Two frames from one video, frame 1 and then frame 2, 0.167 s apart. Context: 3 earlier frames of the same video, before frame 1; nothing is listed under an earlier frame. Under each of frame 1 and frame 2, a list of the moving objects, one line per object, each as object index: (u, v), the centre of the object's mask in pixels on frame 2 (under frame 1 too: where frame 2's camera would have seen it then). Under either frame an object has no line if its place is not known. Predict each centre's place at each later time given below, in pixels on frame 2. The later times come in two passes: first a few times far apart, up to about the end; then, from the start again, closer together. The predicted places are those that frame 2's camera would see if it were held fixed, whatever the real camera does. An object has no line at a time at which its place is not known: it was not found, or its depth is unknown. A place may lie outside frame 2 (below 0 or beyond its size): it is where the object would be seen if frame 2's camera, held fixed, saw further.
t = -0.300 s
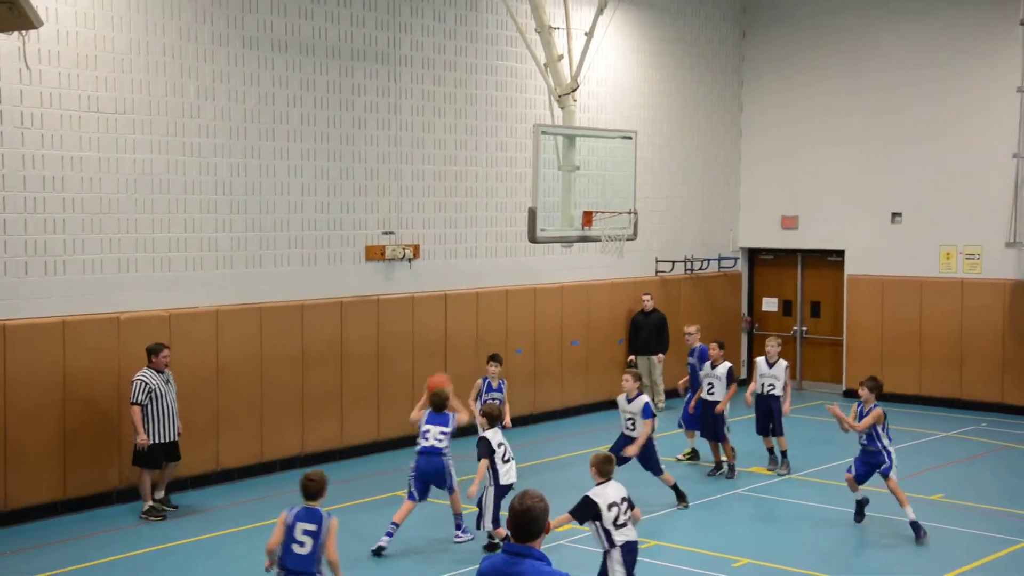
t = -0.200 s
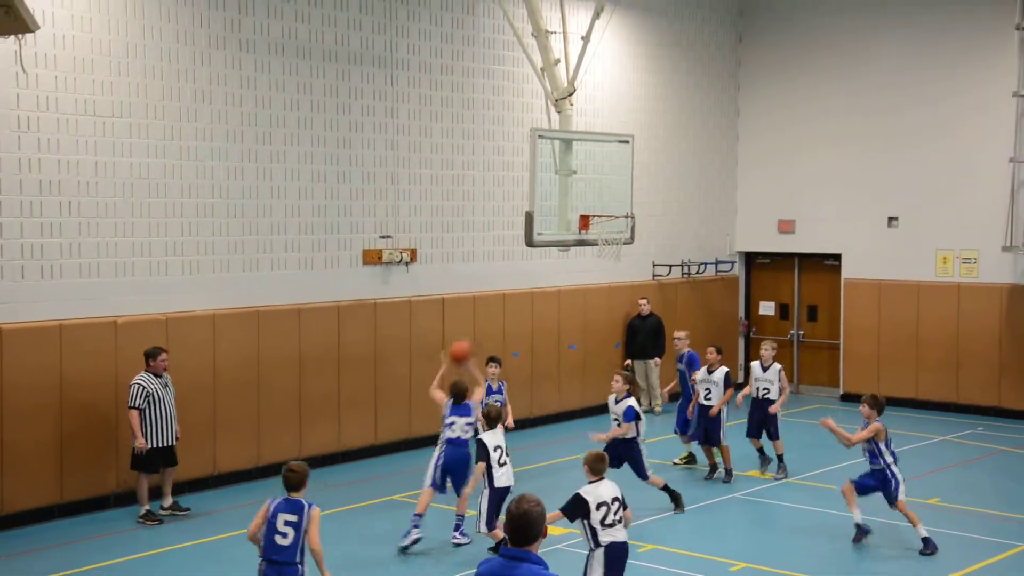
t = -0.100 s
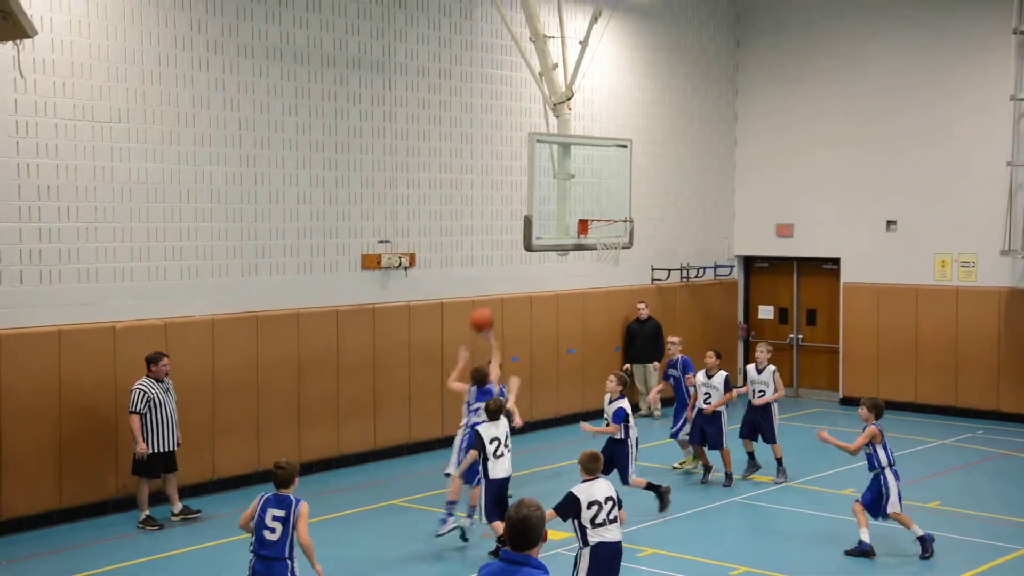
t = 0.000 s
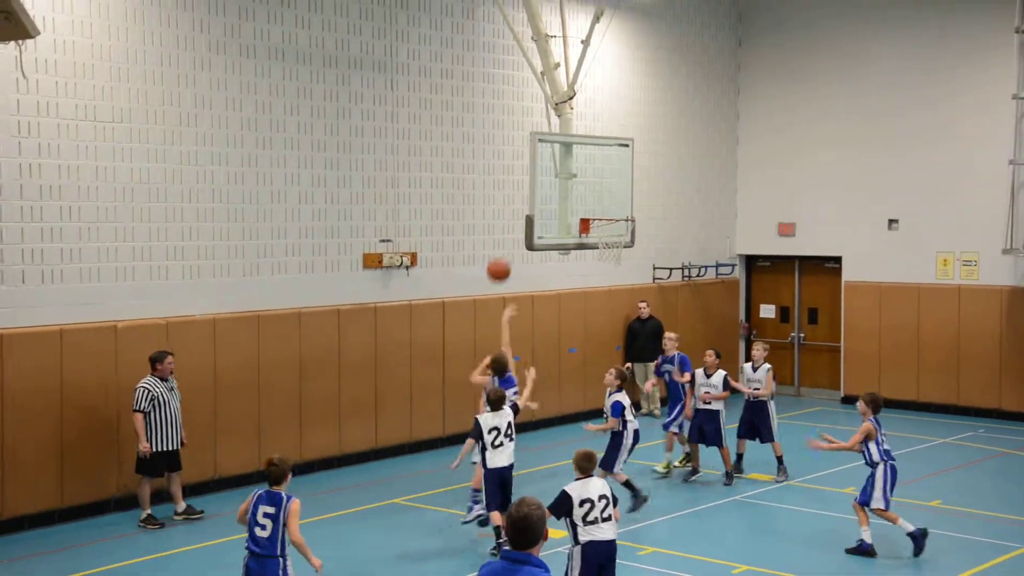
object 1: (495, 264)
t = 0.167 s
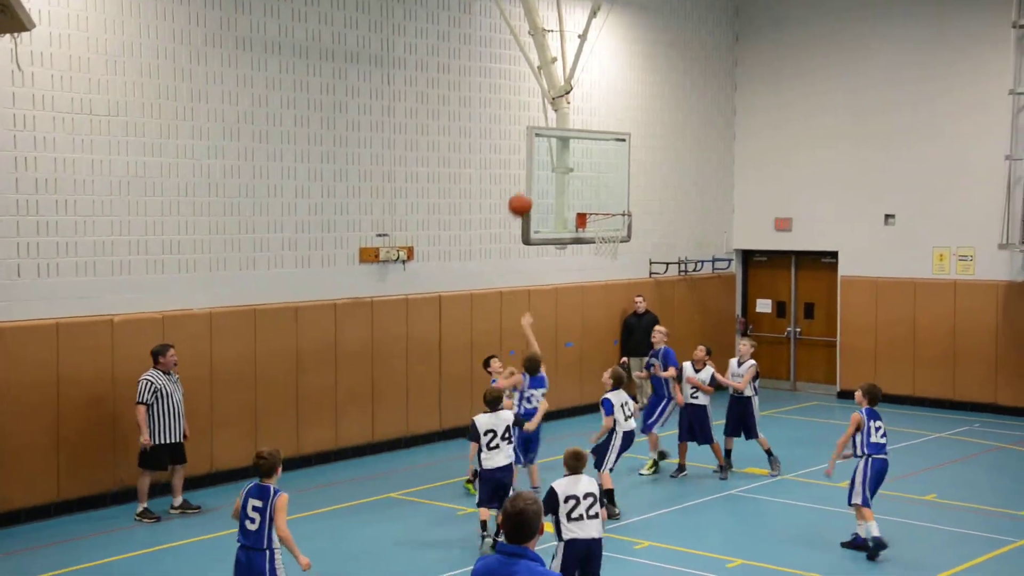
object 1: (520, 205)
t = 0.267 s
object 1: (534, 184)
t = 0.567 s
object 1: (572, 178)
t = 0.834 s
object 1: (585, 179)
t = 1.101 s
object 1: (583, 170)
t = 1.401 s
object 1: (601, 189)
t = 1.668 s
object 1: (631, 191)
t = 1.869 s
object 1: (653, 233)
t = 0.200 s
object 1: (525, 197)
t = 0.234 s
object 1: (530, 190)
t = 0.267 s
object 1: (534, 184)
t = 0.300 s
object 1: (538, 179)
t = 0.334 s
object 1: (543, 175)
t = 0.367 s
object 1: (548, 172)
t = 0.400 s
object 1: (552, 171)
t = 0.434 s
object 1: (556, 171)
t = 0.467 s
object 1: (560, 171)
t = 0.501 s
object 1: (564, 173)
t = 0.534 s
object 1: (568, 174)
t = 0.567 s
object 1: (572, 178)
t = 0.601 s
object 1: (576, 183)
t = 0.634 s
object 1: (580, 188)
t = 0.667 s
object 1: (583, 195)
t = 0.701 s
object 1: (587, 202)
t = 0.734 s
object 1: (588, 198)
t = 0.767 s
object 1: (587, 191)
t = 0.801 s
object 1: (586, 184)
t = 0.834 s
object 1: (585, 179)
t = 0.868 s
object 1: (584, 175)
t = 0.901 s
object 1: (583, 171)
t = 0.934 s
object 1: (582, 169)
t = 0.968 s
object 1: (581, 167)
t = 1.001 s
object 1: (580, 167)
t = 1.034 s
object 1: (581, 167)
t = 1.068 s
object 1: (582, 168)
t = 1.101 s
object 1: (583, 170)
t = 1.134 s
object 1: (584, 173)
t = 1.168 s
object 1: (585, 177)
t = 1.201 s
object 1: (587, 182)
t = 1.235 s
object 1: (588, 188)
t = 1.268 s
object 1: (589, 195)
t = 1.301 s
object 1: (590, 203)
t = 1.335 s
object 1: (594, 198)
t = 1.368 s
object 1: (597, 193)
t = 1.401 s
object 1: (601, 189)
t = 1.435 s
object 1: (605, 186)
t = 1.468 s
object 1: (608, 183)
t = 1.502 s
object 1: (612, 182)
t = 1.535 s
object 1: (616, 182)
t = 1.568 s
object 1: (620, 183)
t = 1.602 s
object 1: (623, 185)
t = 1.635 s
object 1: (627, 187)
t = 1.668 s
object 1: (631, 191)
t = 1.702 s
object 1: (634, 196)
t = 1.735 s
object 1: (638, 201)
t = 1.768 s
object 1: (642, 208)
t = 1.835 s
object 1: (649, 223)
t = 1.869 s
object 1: (653, 233)
